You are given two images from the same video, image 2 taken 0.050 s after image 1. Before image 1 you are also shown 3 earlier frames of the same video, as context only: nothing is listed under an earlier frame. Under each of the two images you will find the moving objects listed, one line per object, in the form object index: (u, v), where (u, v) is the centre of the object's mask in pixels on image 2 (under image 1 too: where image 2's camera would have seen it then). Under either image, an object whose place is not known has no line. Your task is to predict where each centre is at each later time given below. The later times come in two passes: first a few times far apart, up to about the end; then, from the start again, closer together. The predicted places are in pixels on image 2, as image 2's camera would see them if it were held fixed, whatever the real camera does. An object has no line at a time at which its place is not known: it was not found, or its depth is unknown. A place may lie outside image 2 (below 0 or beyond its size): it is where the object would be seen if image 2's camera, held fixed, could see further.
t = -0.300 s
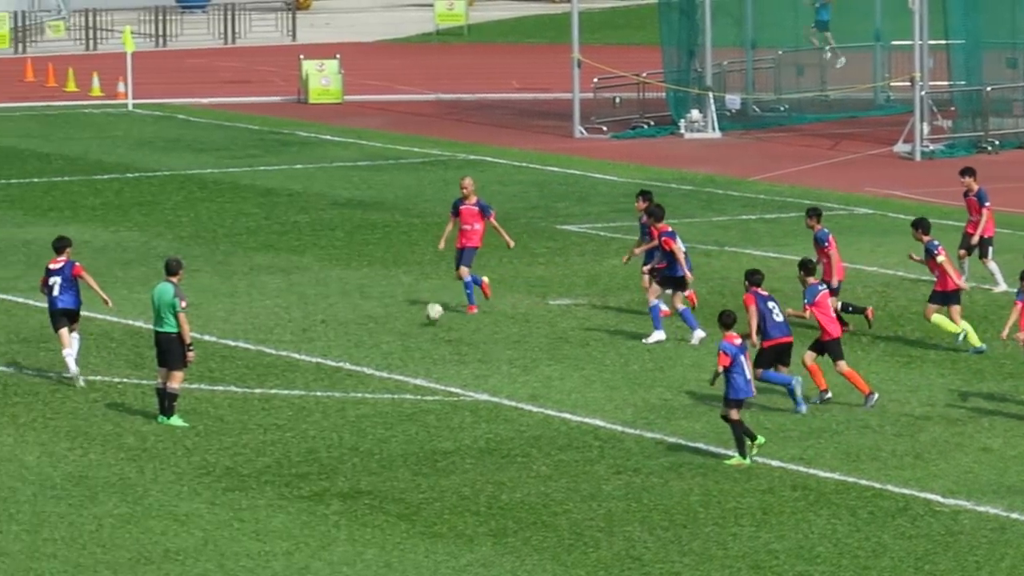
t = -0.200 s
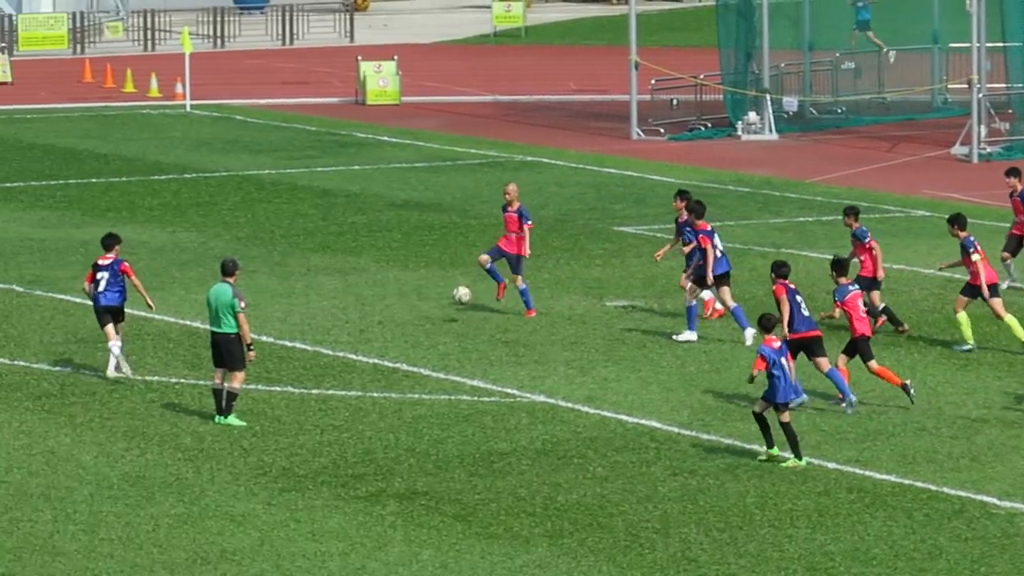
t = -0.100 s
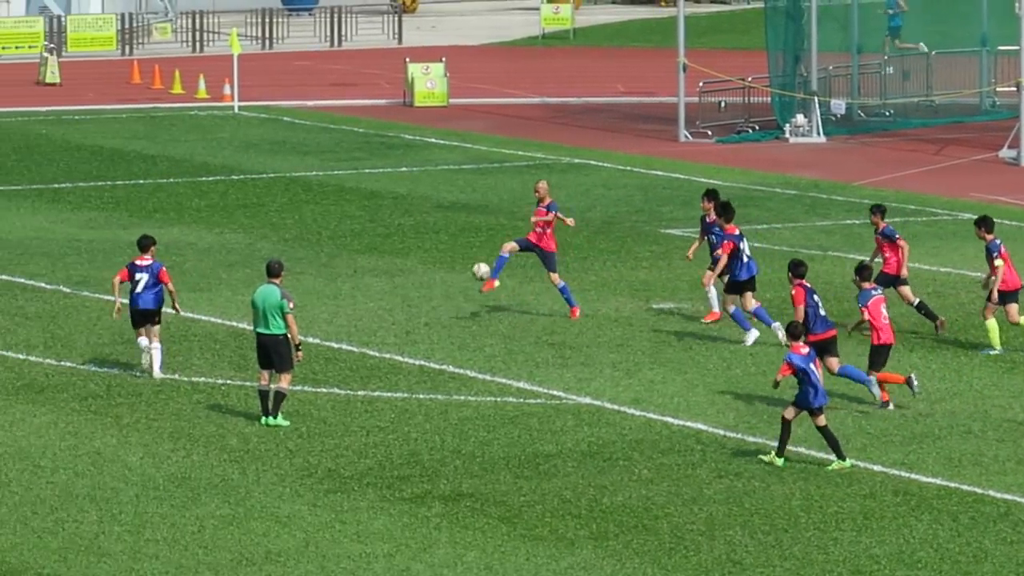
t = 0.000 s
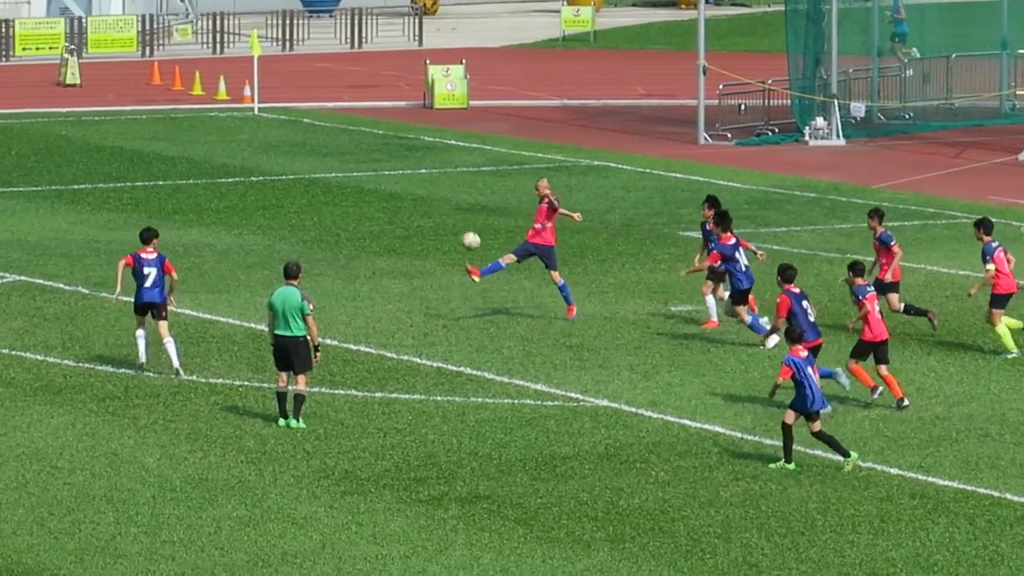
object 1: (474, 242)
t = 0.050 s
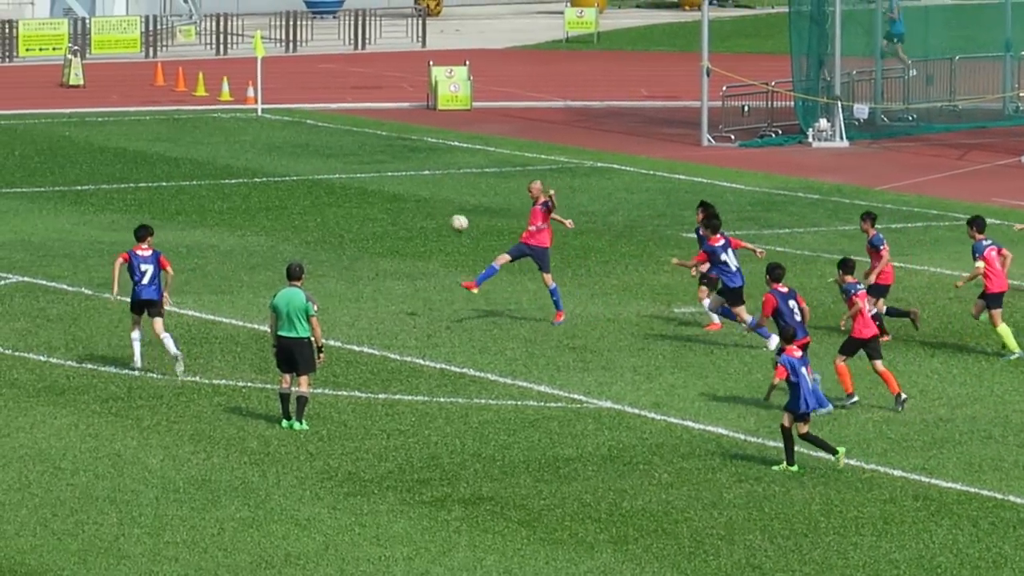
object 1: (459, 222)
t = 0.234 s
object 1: (404, 172)
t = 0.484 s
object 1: (333, 147)
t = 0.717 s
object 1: (268, 170)
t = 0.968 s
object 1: (202, 241)
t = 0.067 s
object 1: (454, 217)
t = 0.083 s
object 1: (449, 212)
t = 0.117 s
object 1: (440, 201)
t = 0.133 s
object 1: (434, 196)
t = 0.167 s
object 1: (424, 187)
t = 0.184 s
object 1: (419, 183)
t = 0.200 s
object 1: (414, 179)
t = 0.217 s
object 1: (410, 175)
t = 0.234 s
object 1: (404, 172)
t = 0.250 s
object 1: (400, 169)
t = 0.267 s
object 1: (395, 166)
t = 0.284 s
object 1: (390, 163)
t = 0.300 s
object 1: (385, 160)
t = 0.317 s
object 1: (380, 158)
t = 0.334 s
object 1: (376, 155)
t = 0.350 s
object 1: (371, 154)
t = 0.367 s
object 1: (366, 152)
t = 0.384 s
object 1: (361, 151)
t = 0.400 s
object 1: (356, 150)
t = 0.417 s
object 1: (352, 149)
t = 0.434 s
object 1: (347, 148)
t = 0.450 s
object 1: (342, 148)
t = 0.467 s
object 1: (338, 147)
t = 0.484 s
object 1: (333, 147)
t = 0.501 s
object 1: (328, 147)
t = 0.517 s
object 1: (324, 148)
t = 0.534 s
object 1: (319, 148)
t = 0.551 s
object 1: (314, 149)
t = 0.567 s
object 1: (309, 150)
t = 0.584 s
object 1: (305, 151)
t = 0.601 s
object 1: (300, 153)
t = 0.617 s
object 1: (296, 155)
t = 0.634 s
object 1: (291, 157)
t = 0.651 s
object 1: (286, 159)
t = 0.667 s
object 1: (281, 161)
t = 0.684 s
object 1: (277, 164)
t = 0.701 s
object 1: (272, 166)
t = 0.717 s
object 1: (268, 170)
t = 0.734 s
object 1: (263, 172)
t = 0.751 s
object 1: (259, 176)
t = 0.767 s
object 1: (255, 180)
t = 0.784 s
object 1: (250, 184)
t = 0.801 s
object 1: (245, 188)
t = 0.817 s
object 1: (241, 192)
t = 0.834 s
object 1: (237, 196)
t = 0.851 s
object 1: (232, 201)
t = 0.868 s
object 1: (228, 207)
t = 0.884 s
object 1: (223, 212)
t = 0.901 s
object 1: (219, 217)
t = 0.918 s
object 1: (214, 223)
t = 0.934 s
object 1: (210, 228)
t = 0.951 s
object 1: (206, 235)
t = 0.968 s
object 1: (202, 241)
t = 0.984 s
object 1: (197, 247)
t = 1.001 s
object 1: (193, 254)
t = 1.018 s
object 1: (188, 262)
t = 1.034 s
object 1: (184, 269)
